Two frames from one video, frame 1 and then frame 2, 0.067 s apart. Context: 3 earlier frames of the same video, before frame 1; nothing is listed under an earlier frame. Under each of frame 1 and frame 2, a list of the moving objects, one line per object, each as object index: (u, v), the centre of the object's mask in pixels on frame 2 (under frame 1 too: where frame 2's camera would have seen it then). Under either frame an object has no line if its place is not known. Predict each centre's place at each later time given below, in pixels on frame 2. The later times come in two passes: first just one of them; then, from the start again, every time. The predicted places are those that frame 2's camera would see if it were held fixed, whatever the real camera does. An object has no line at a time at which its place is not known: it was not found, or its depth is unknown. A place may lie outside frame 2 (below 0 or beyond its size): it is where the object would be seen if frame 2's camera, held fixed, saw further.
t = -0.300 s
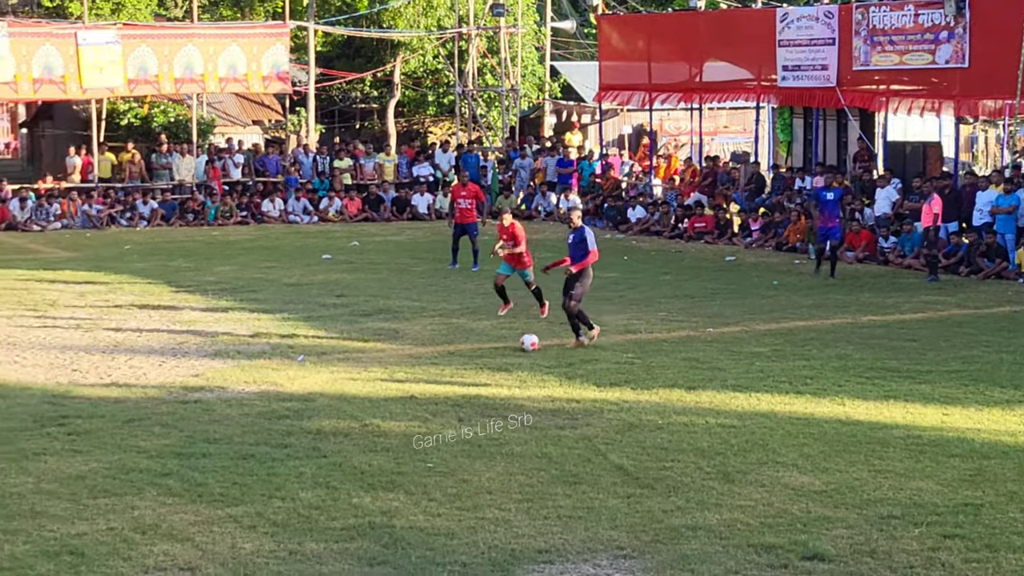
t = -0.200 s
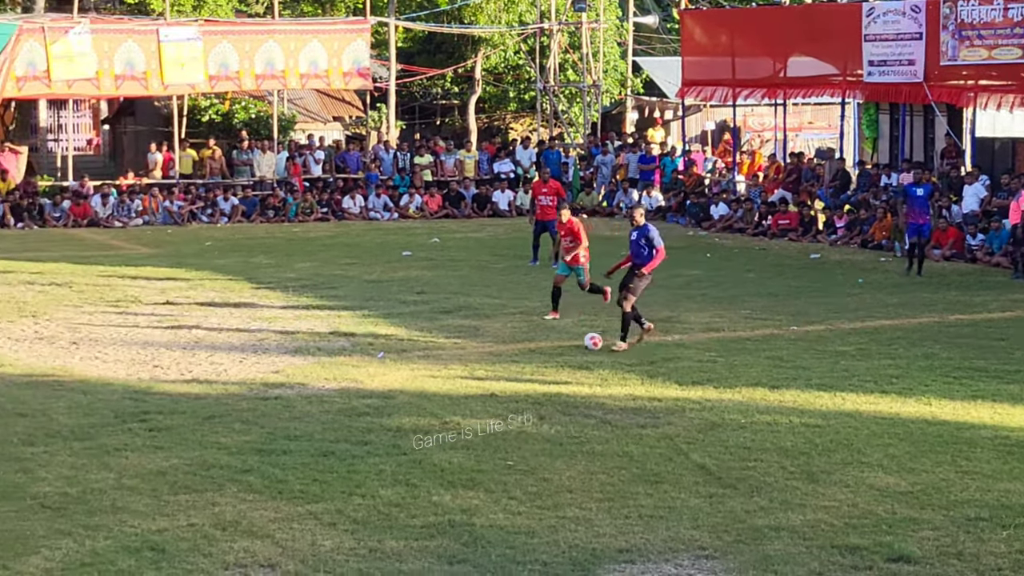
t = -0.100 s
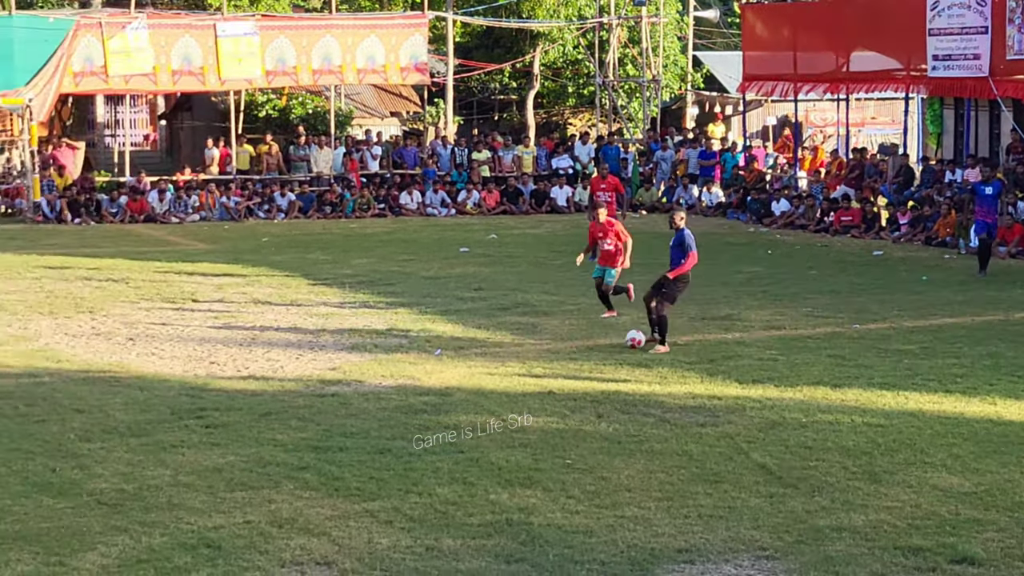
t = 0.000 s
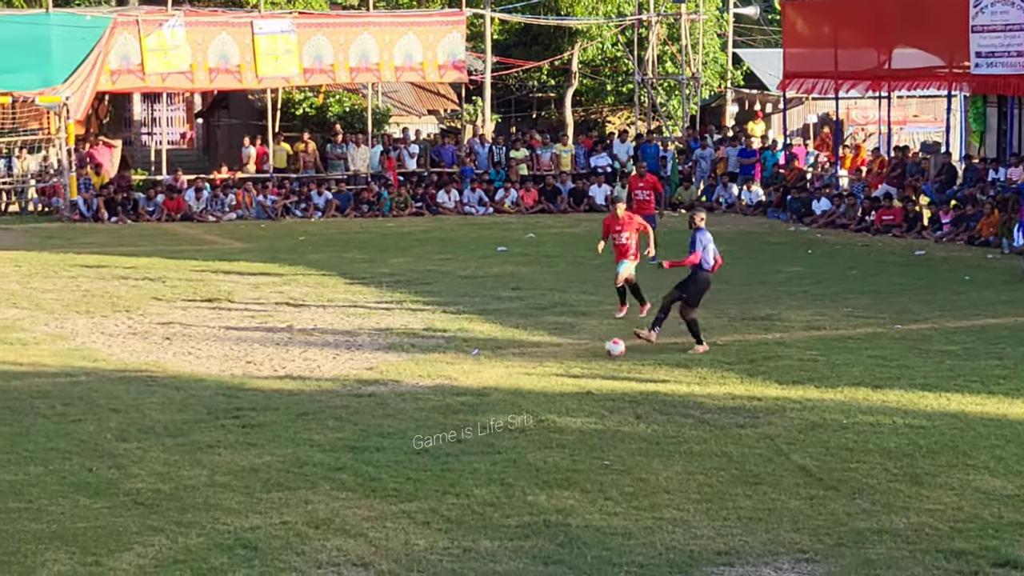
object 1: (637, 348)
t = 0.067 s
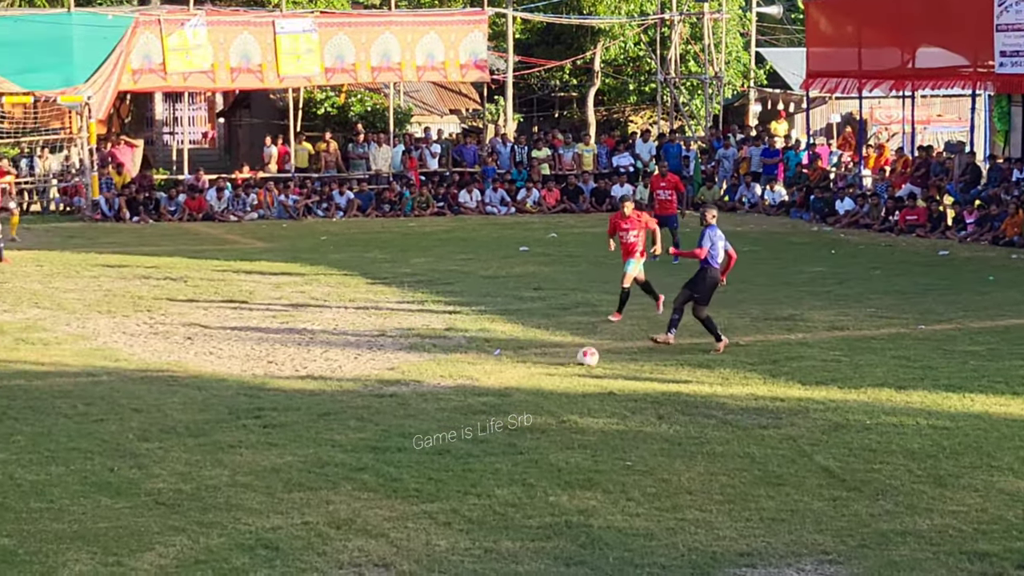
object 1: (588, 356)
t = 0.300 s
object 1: (427, 381)
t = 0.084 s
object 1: (576, 358)
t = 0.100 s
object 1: (563, 360)
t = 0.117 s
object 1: (552, 362)
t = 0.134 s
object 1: (541, 364)
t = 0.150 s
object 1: (529, 366)
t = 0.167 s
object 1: (517, 368)
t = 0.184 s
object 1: (505, 369)
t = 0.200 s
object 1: (494, 371)
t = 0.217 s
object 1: (483, 372)
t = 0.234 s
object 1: (472, 374)
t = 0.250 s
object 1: (461, 375)
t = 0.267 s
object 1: (450, 377)
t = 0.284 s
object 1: (438, 379)
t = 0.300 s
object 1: (427, 381)
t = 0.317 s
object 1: (415, 383)
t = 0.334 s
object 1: (404, 386)
